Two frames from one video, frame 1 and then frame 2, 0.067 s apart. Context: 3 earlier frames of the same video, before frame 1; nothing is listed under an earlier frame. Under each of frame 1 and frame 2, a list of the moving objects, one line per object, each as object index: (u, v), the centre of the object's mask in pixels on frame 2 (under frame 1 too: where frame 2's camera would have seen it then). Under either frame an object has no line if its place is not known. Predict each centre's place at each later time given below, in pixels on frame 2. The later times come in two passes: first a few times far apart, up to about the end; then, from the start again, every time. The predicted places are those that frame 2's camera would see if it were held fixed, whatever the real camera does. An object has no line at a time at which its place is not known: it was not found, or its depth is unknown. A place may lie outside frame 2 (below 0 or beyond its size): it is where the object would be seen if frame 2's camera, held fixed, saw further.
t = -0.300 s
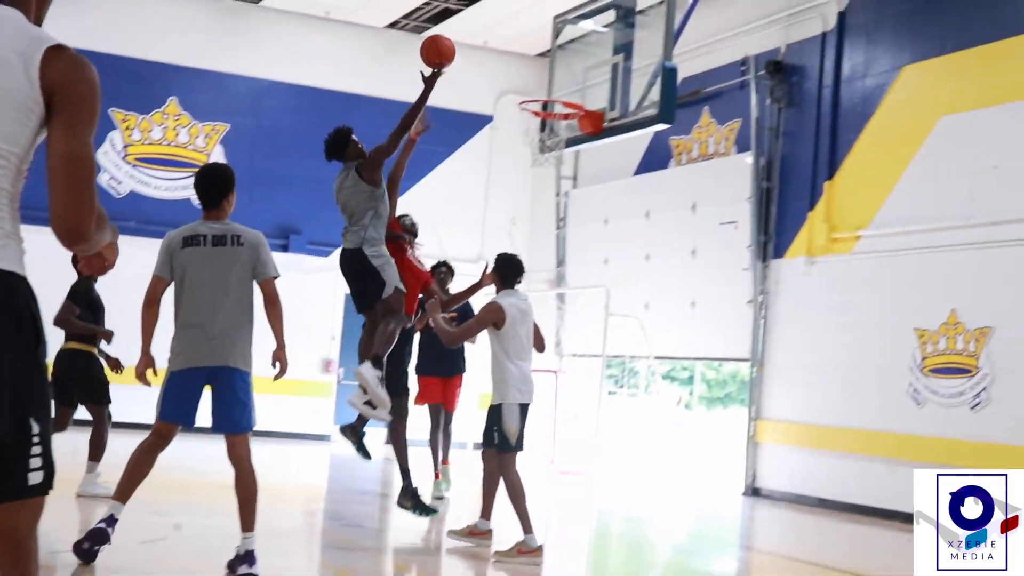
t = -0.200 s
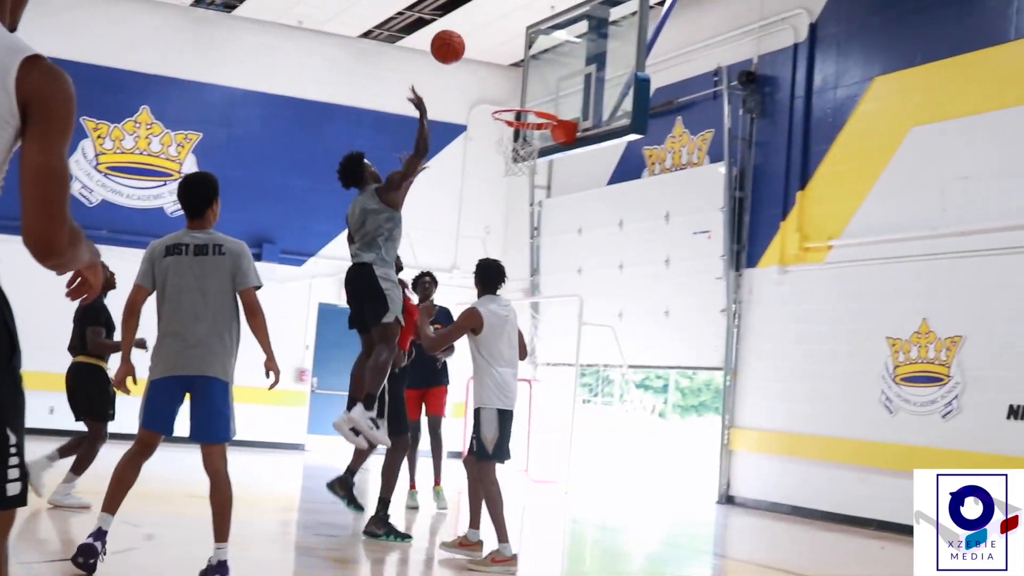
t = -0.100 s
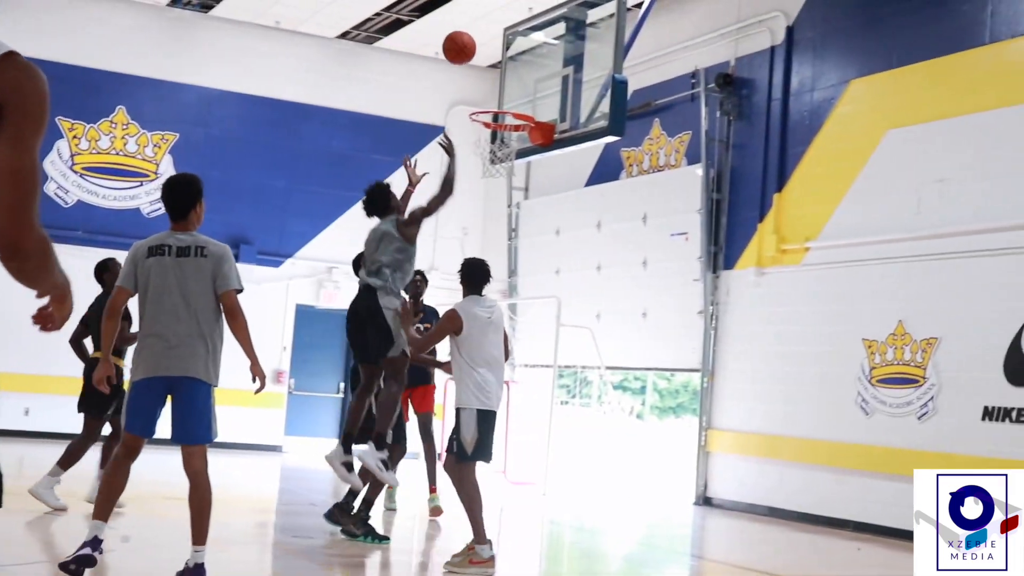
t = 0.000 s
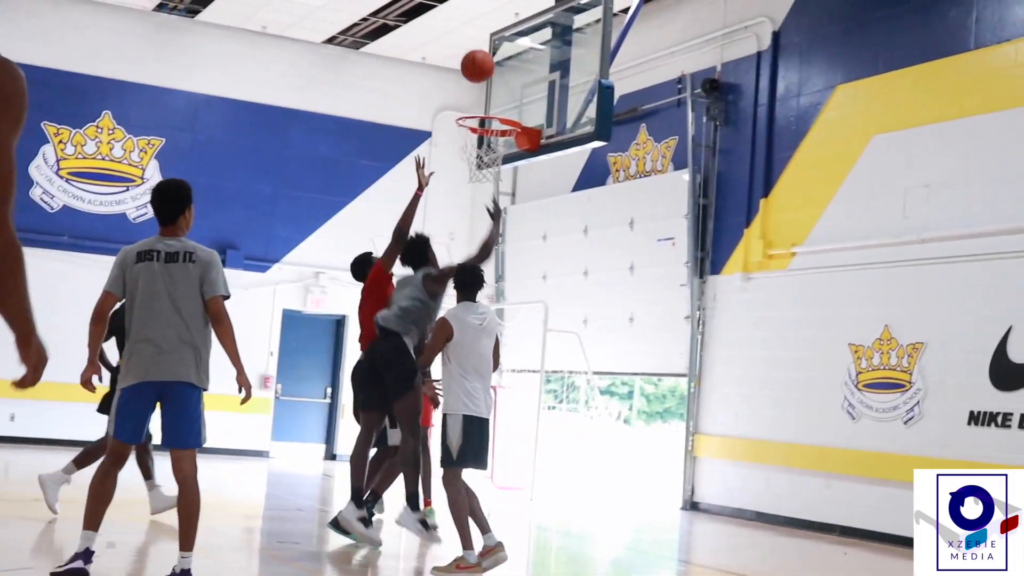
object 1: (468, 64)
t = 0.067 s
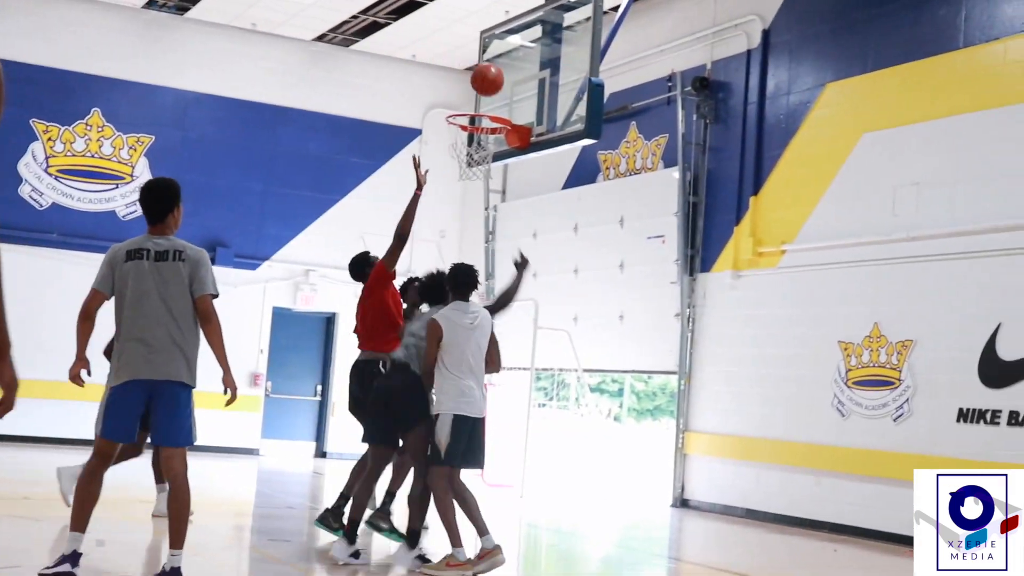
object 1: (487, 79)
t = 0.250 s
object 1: (520, 85)
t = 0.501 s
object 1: (480, 74)
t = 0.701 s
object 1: (450, 94)
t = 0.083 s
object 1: (492, 85)
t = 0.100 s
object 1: (497, 90)
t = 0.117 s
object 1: (502, 95)
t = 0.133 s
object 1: (506, 101)
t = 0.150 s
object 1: (511, 105)
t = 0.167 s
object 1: (514, 103)
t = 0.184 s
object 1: (517, 99)
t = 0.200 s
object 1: (521, 95)
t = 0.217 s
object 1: (524, 92)
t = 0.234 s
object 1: (523, 89)
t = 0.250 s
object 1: (520, 85)
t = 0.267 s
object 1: (518, 82)
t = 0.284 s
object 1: (515, 79)
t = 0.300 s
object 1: (513, 76)
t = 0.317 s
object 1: (510, 74)
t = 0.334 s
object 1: (508, 72)
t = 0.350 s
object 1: (505, 70)
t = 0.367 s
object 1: (503, 70)
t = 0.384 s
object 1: (500, 69)
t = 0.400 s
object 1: (497, 69)
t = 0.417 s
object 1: (494, 69)
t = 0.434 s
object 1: (491, 69)
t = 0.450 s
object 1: (489, 70)
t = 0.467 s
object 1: (486, 71)
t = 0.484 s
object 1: (483, 72)
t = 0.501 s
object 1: (480, 74)
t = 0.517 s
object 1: (477, 76)
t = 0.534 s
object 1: (474, 79)
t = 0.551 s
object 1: (471, 82)
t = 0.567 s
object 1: (467, 85)
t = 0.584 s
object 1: (464, 88)
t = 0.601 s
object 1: (461, 92)
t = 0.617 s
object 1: (458, 97)
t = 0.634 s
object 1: (456, 98)
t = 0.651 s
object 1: (455, 96)
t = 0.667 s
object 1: (453, 95)
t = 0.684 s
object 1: (452, 94)
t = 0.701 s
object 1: (450, 94)
